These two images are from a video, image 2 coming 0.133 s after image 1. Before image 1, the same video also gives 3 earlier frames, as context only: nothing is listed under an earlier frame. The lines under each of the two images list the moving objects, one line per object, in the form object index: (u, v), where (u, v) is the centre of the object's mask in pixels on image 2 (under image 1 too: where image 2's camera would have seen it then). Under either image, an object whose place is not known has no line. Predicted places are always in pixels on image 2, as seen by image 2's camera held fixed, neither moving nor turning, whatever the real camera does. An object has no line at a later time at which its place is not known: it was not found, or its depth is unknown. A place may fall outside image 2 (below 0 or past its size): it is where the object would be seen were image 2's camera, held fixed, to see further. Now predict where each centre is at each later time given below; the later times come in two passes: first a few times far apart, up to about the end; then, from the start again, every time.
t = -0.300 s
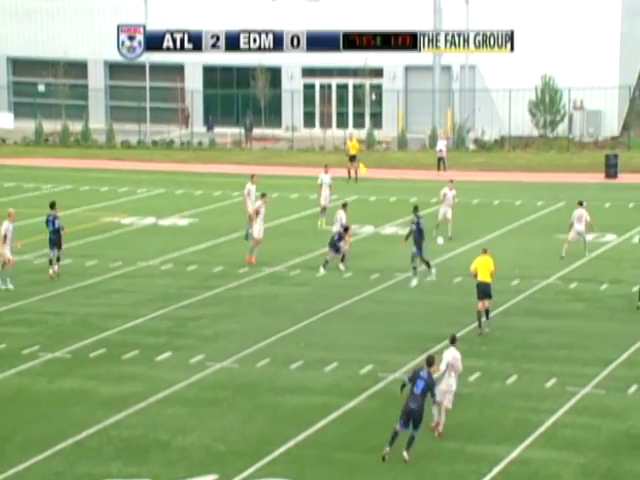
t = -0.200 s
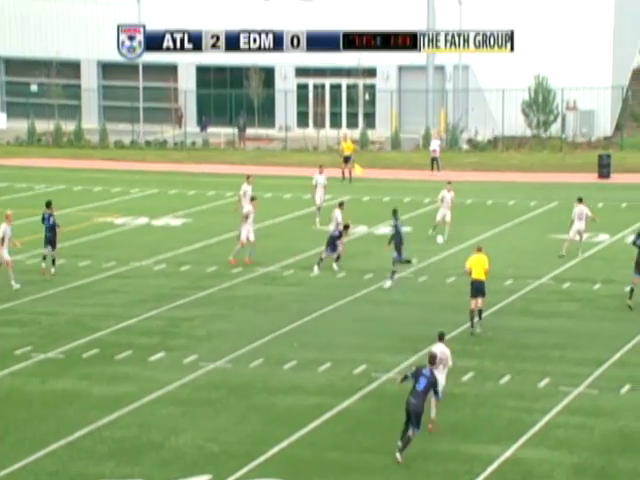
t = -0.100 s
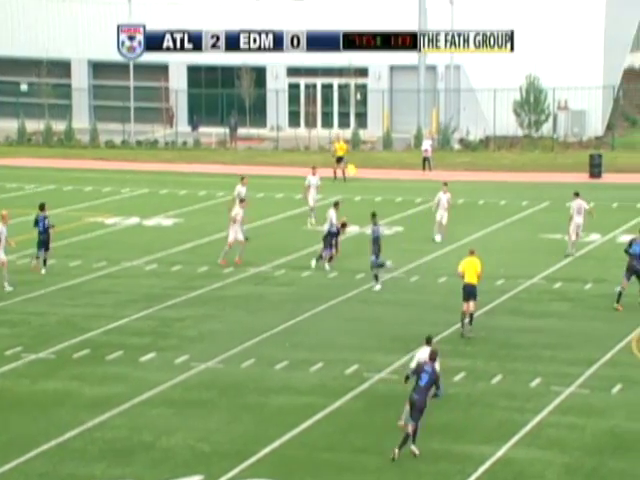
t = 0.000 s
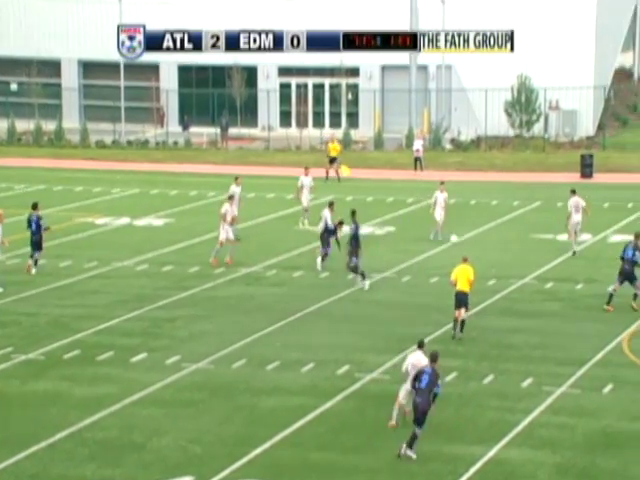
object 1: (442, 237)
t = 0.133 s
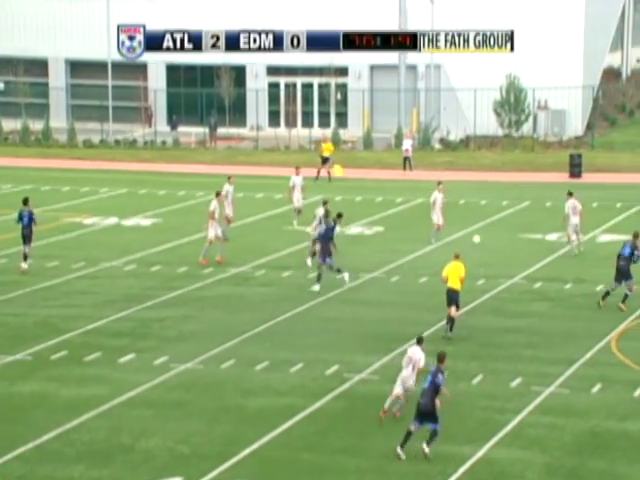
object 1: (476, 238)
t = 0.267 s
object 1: (507, 240)
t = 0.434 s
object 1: (543, 242)
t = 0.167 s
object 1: (484, 239)
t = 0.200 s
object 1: (493, 240)
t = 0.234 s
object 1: (500, 240)
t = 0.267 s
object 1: (507, 240)
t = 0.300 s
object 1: (515, 240)
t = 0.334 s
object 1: (522, 240)
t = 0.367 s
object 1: (530, 241)
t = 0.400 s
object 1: (537, 241)
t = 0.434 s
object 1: (543, 242)
